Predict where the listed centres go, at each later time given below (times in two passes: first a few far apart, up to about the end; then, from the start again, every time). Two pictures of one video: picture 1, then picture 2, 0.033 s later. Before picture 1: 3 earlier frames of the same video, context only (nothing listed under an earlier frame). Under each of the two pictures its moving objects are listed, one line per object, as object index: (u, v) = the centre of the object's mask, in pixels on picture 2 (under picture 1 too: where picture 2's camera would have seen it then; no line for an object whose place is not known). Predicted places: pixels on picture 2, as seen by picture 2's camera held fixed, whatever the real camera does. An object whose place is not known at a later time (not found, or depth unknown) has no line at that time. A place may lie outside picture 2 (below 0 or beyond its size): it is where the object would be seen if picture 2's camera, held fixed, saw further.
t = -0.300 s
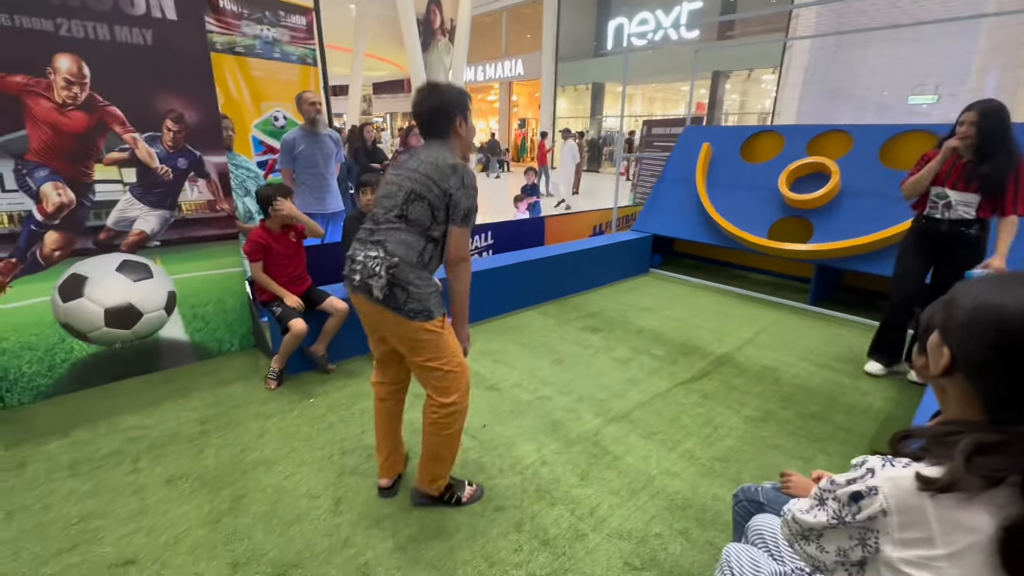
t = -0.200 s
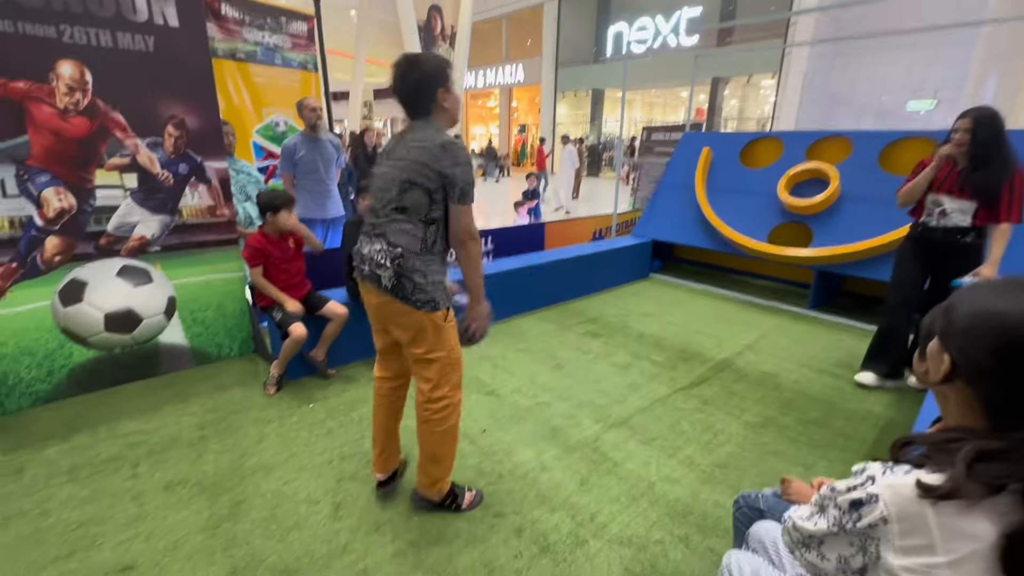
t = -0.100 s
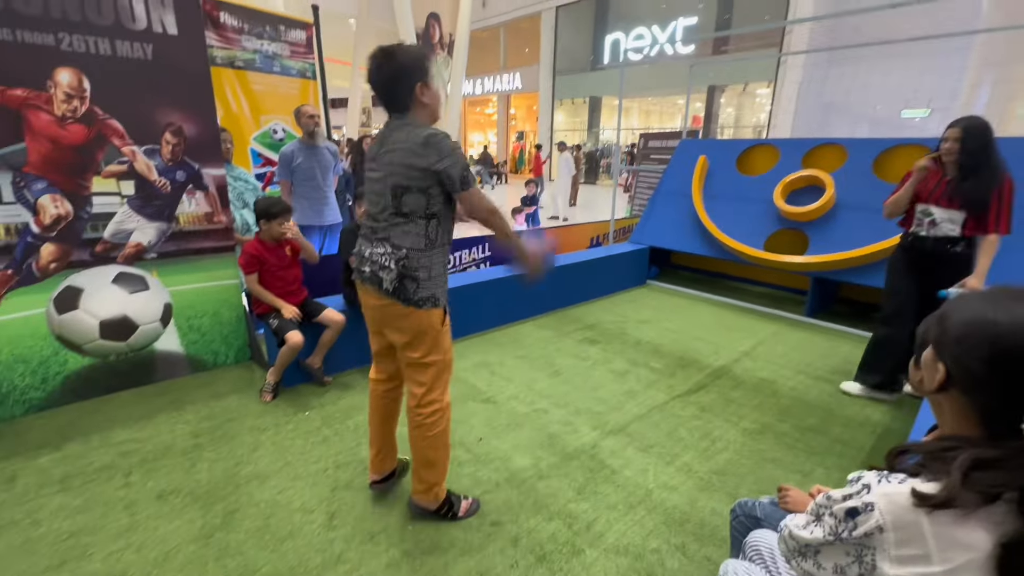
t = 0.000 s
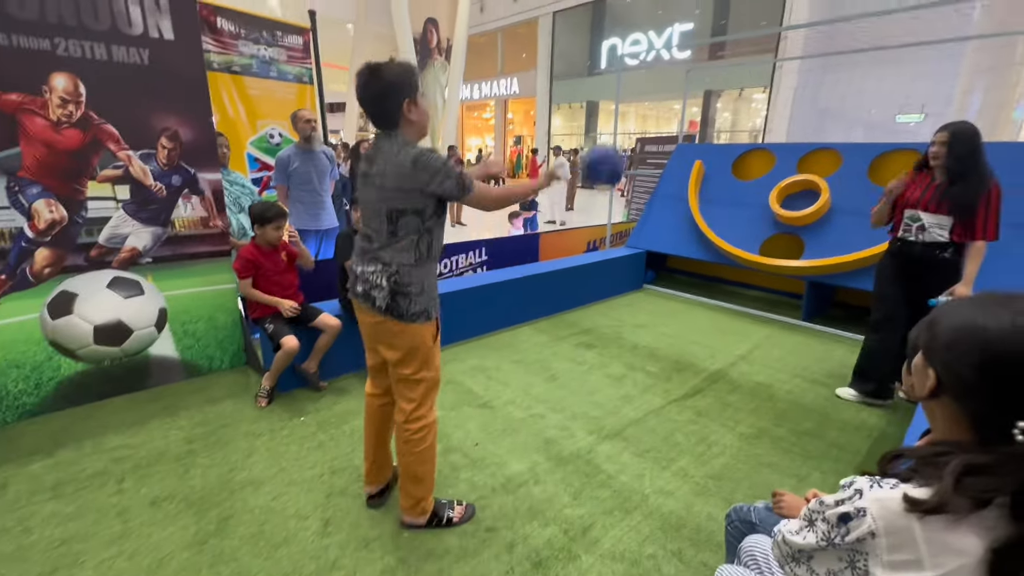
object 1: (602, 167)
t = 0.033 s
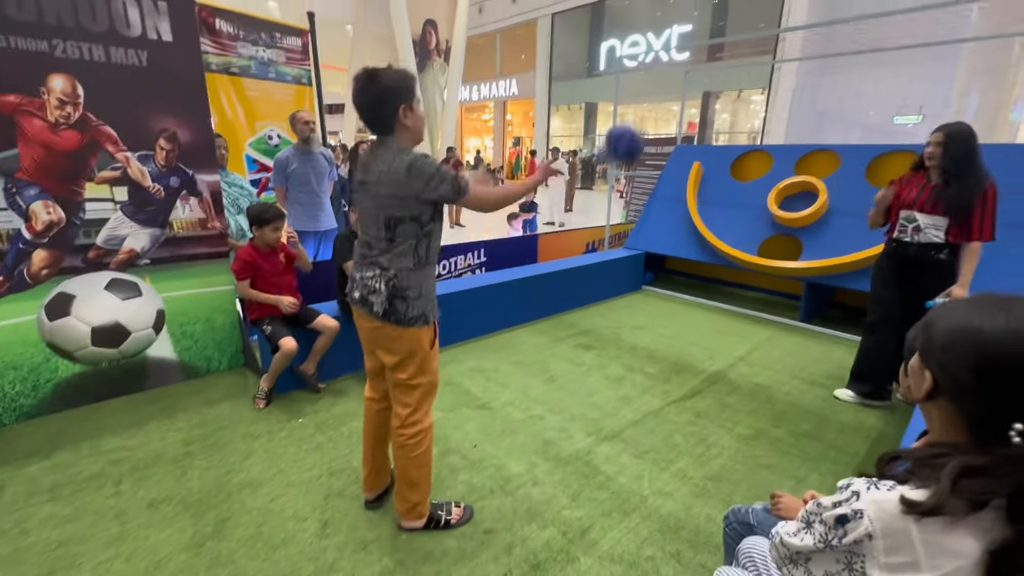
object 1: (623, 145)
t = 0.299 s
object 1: (753, 68)
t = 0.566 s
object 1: (817, 117)
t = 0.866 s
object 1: (839, 156)
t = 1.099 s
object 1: (822, 150)
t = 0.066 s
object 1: (645, 124)
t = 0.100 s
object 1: (664, 107)
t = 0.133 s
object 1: (682, 94)
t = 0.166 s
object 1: (699, 84)
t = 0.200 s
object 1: (714, 76)
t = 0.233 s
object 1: (728, 71)
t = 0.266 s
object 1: (741, 68)
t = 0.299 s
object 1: (753, 68)
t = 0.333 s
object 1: (764, 68)
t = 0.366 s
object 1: (774, 71)
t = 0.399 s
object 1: (783, 75)
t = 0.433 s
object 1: (791, 81)
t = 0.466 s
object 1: (799, 88)
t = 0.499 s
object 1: (806, 97)
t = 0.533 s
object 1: (812, 106)
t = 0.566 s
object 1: (817, 117)
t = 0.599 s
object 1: (824, 128)
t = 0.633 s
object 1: (829, 140)
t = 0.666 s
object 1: (835, 152)
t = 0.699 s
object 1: (837, 165)
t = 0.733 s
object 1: (841, 184)
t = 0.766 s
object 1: (841, 176)
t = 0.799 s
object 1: (841, 168)
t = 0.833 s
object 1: (840, 161)
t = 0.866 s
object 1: (839, 156)
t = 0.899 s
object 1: (838, 151)
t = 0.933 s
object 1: (836, 146)
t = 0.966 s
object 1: (834, 144)
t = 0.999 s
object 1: (831, 143)
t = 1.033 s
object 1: (828, 144)
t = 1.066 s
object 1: (825, 146)
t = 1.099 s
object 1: (822, 150)
